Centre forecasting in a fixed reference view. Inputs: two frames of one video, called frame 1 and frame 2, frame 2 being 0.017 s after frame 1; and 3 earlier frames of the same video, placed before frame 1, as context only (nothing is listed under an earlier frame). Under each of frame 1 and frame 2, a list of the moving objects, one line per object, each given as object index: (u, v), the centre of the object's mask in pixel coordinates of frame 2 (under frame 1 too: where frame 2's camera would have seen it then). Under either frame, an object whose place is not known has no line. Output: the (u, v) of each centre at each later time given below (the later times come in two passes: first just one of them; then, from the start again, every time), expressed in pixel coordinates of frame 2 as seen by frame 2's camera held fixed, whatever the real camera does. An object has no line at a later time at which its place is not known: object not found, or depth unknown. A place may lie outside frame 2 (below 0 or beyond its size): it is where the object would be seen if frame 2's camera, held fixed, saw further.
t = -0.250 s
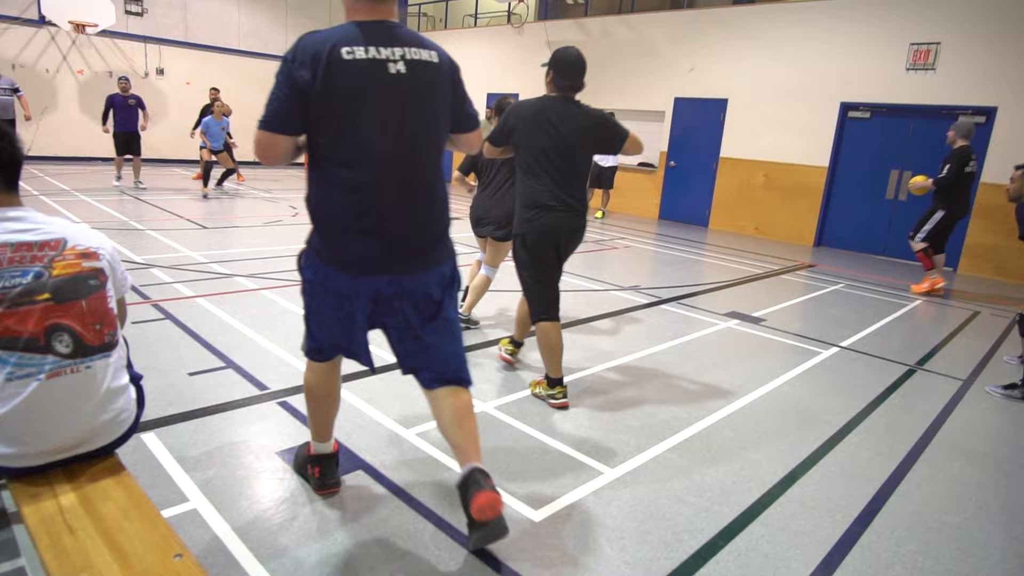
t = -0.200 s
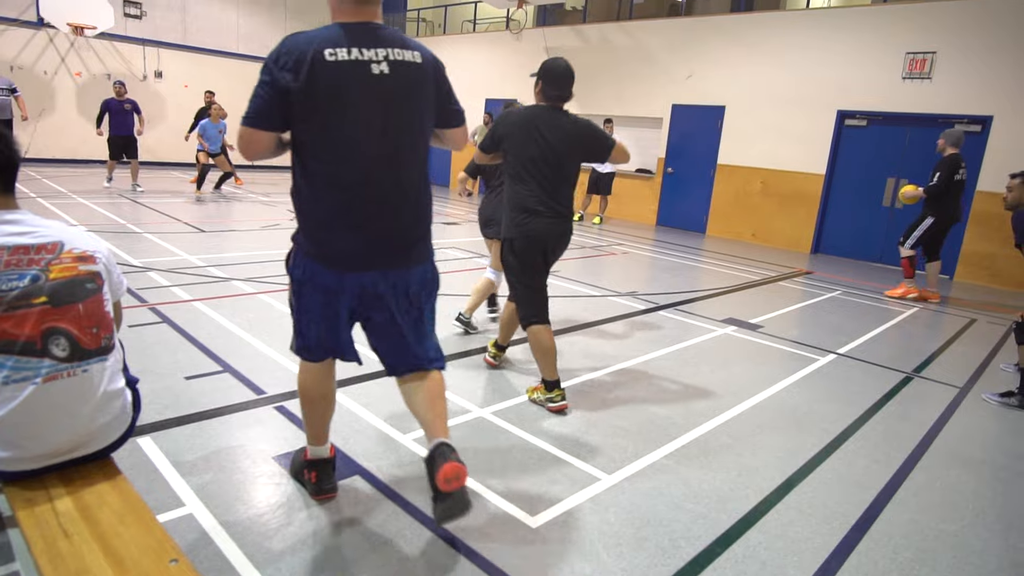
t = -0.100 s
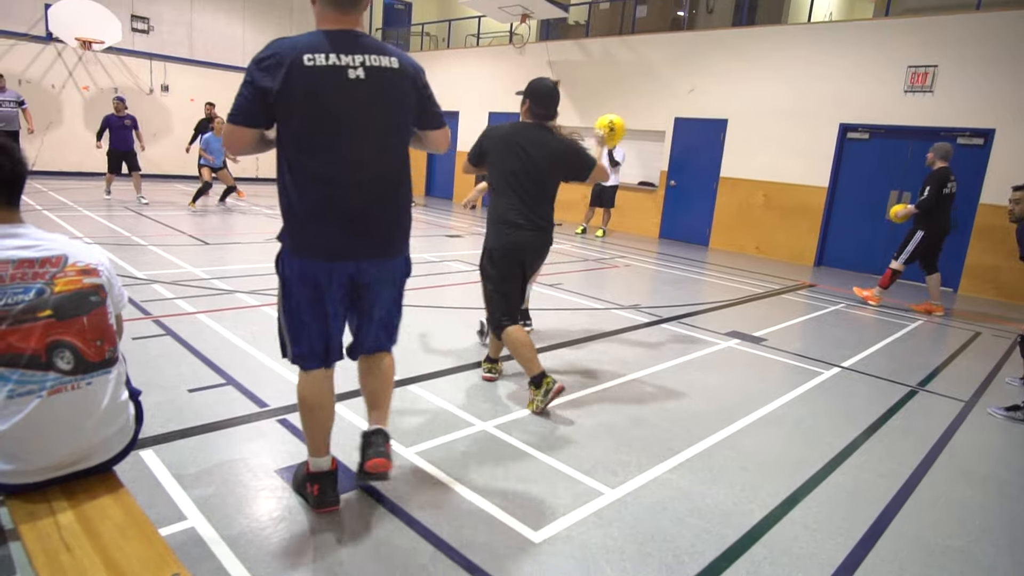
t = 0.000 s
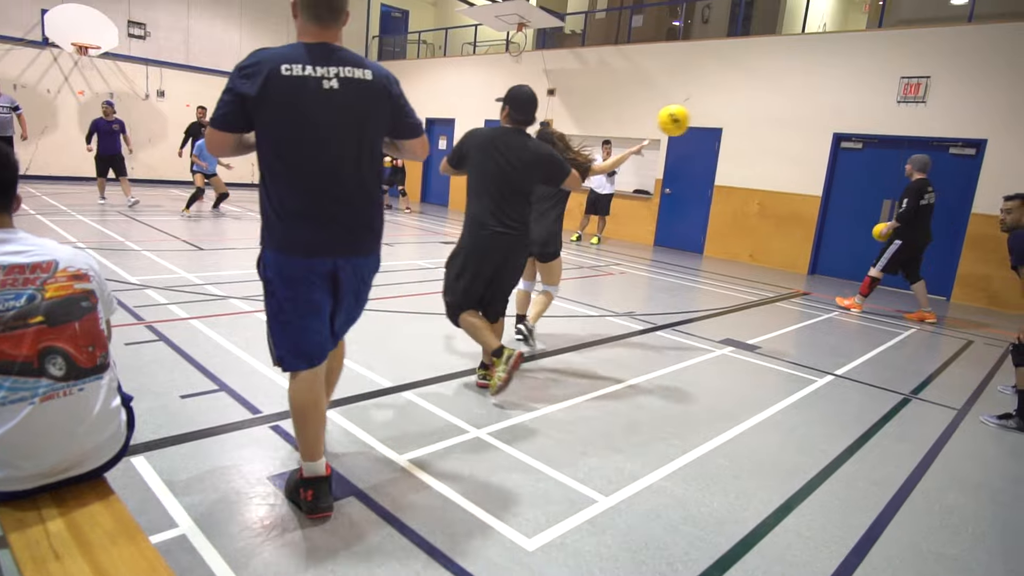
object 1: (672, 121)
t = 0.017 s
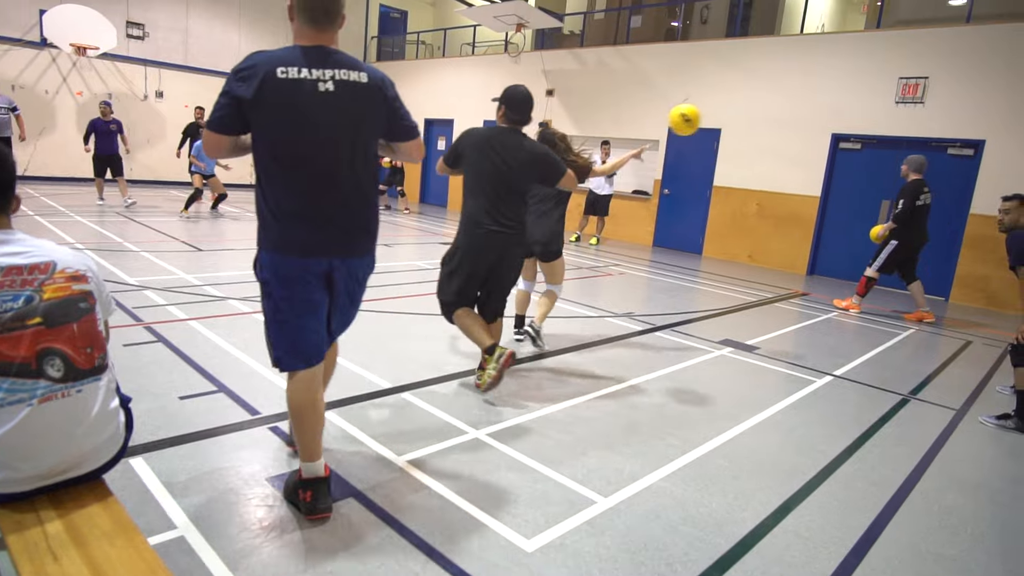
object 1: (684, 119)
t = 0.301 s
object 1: (877, 160)
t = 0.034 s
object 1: (697, 118)
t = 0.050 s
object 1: (709, 118)
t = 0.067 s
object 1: (721, 117)
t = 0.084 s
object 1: (733, 118)
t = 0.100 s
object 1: (745, 119)
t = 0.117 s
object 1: (757, 120)
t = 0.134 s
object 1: (769, 122)
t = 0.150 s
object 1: (780, 124)
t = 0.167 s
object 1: (792, 126)
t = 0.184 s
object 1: (803, 129)
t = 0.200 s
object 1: (814, 132)
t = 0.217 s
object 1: (825, 136)
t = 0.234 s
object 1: (836, 140)
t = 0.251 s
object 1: (847, 145)
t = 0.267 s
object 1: (857, 149)
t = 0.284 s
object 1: (867, 155)
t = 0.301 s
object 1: (877, 160)
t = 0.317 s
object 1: (887, 165)
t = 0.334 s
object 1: (898, 172)
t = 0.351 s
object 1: (907, 178)
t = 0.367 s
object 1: (916, 186)
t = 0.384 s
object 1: (926, 193)
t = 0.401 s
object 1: (935, 201)
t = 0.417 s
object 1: (944, 208)
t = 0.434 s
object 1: (952, 216)
